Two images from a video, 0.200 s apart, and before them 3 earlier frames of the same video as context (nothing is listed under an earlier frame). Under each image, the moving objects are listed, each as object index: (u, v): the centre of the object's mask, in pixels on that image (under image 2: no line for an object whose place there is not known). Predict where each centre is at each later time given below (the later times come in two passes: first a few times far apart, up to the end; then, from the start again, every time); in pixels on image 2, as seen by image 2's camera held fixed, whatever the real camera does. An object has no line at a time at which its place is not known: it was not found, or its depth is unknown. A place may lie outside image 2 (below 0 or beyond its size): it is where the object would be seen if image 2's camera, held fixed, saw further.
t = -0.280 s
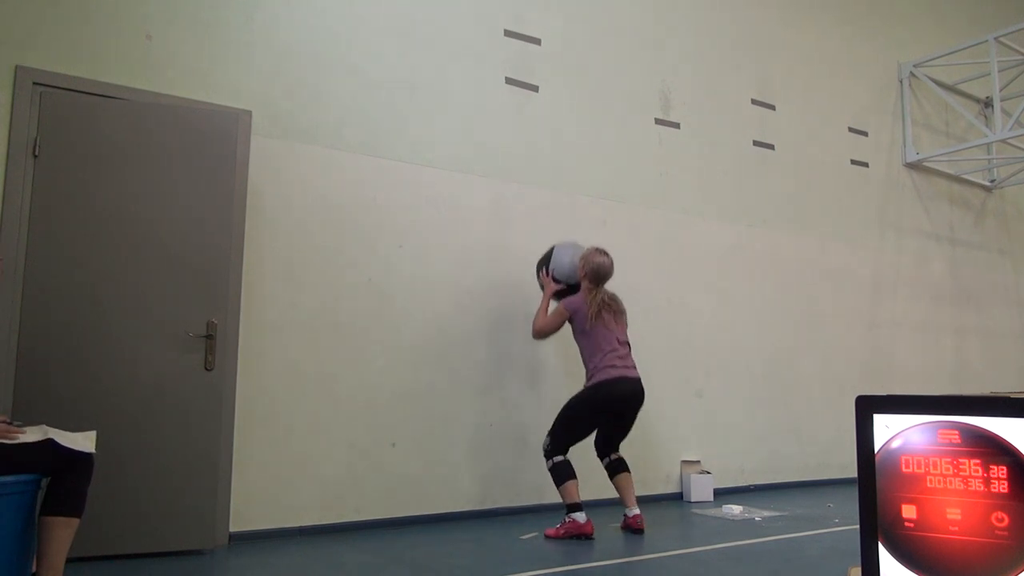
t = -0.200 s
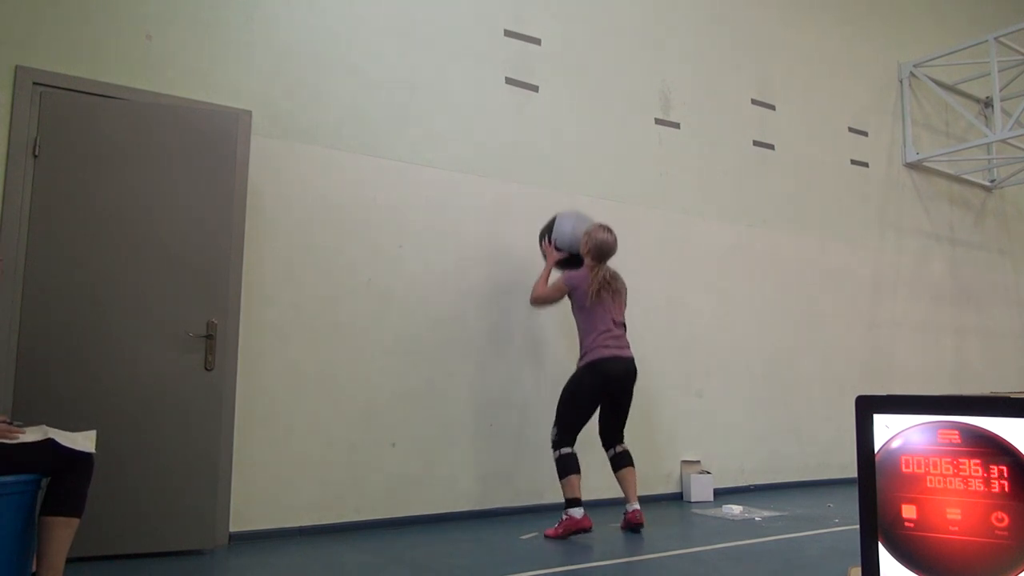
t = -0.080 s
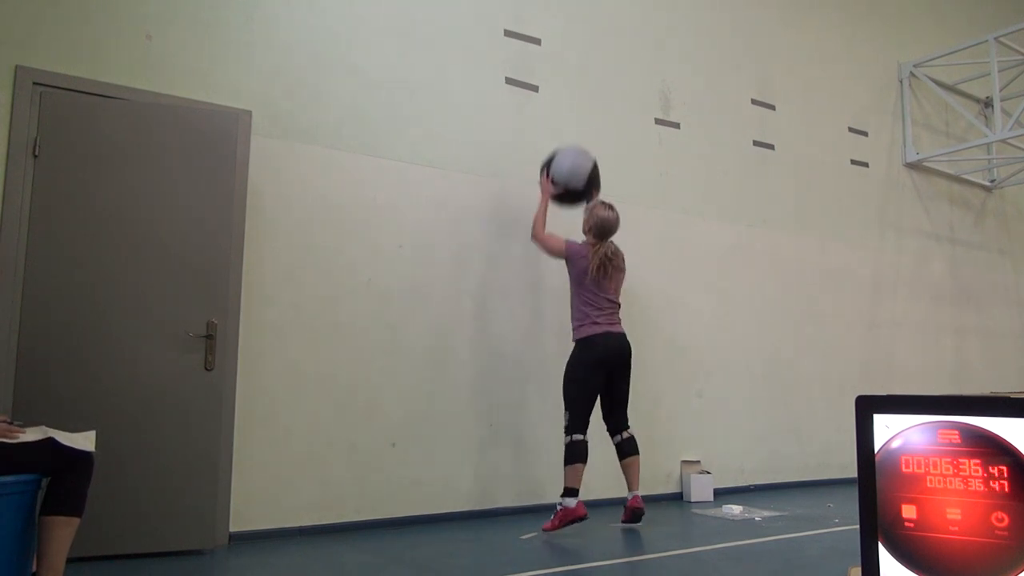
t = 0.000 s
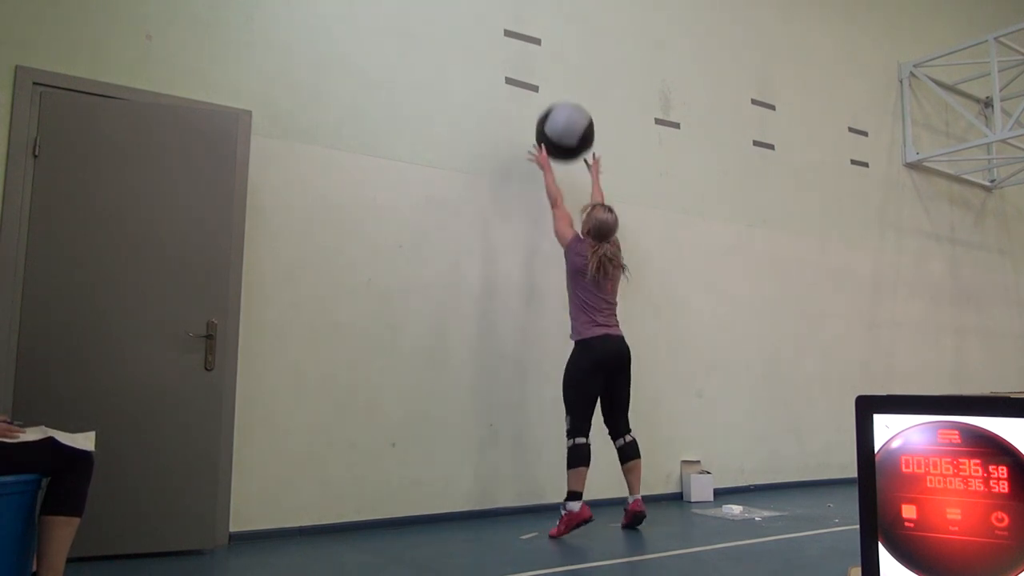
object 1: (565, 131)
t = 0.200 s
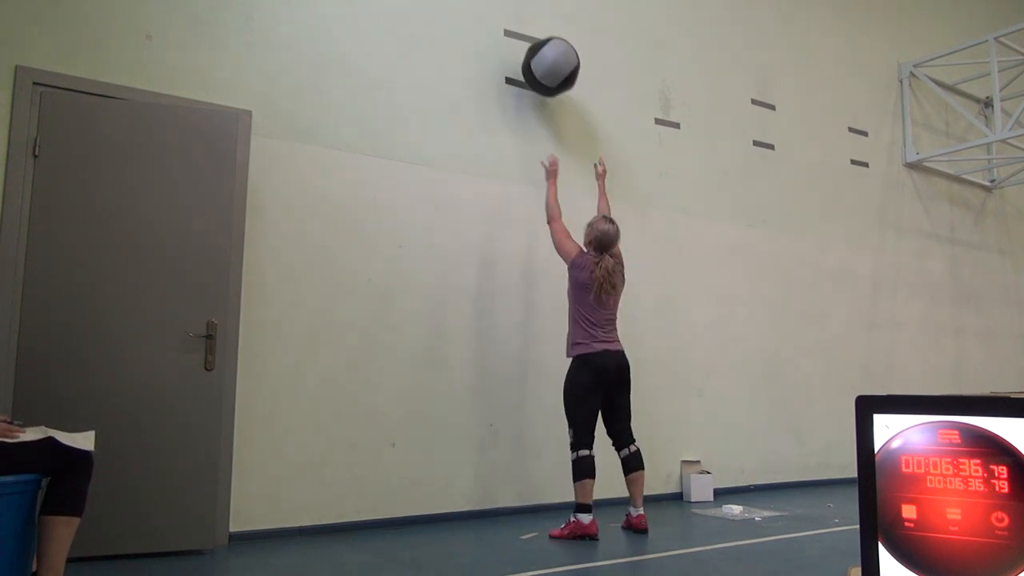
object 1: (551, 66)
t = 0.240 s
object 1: (548, 61)
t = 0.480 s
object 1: (548, 70)
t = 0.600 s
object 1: (553, 106)
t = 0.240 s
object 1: (548, 61)
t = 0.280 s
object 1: (545, 58)
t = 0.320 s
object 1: (543, 58)
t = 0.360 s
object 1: (543, 59)
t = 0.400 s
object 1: (545, 60)
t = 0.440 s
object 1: (546, 64)
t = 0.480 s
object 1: (548, 70)
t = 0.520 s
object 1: (550, 80)
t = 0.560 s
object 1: (552, 91)
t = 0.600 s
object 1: (553, 106)
